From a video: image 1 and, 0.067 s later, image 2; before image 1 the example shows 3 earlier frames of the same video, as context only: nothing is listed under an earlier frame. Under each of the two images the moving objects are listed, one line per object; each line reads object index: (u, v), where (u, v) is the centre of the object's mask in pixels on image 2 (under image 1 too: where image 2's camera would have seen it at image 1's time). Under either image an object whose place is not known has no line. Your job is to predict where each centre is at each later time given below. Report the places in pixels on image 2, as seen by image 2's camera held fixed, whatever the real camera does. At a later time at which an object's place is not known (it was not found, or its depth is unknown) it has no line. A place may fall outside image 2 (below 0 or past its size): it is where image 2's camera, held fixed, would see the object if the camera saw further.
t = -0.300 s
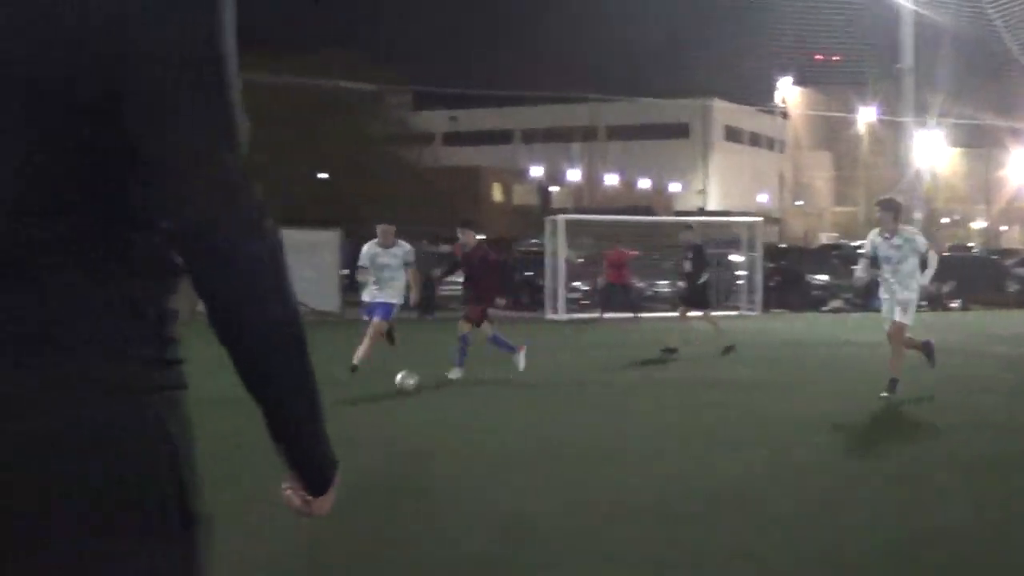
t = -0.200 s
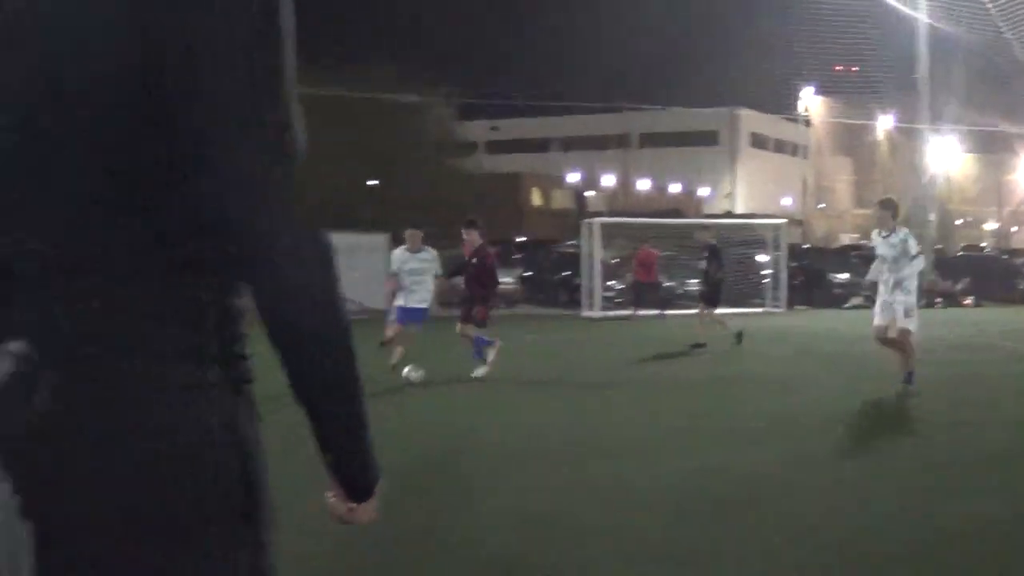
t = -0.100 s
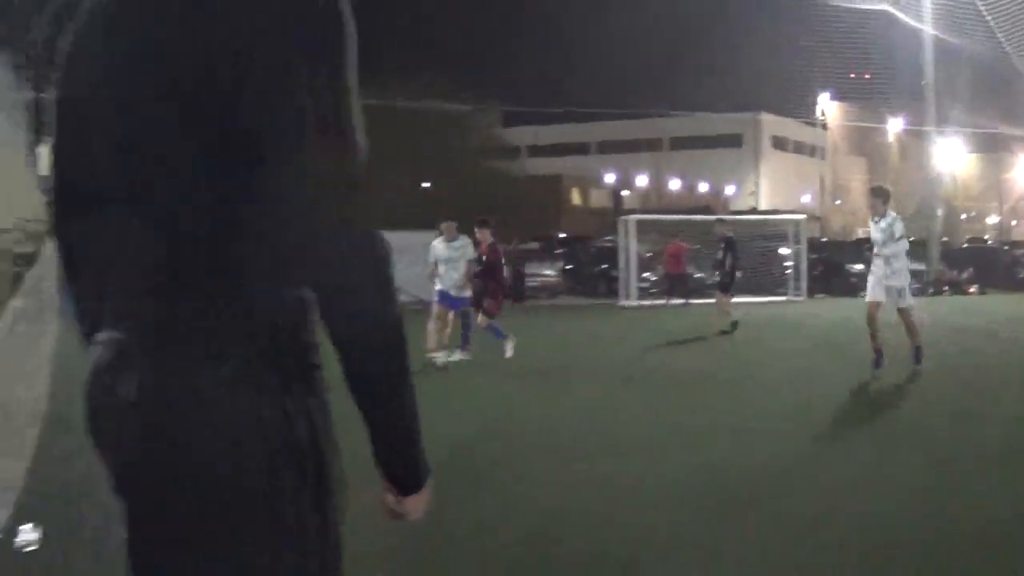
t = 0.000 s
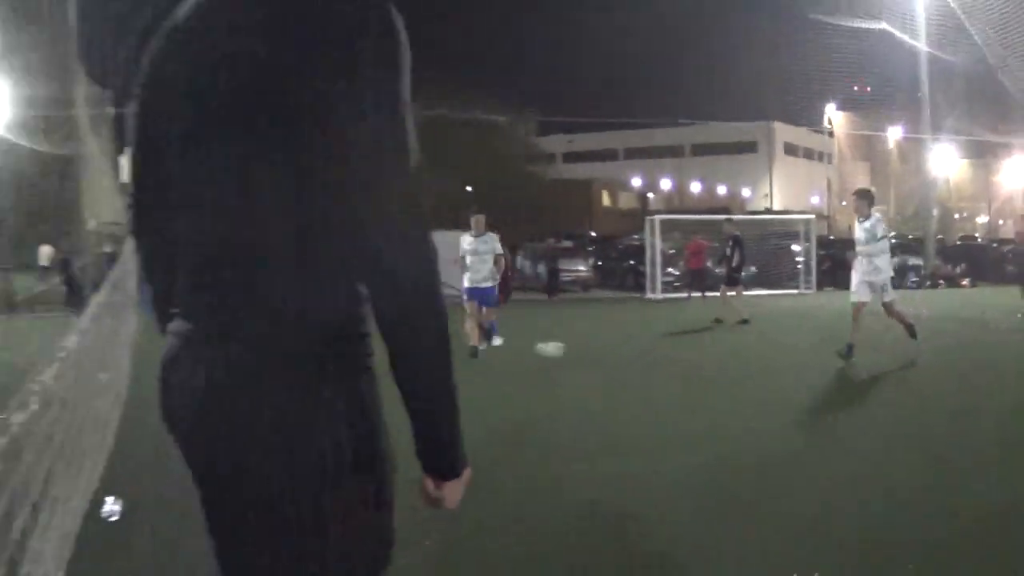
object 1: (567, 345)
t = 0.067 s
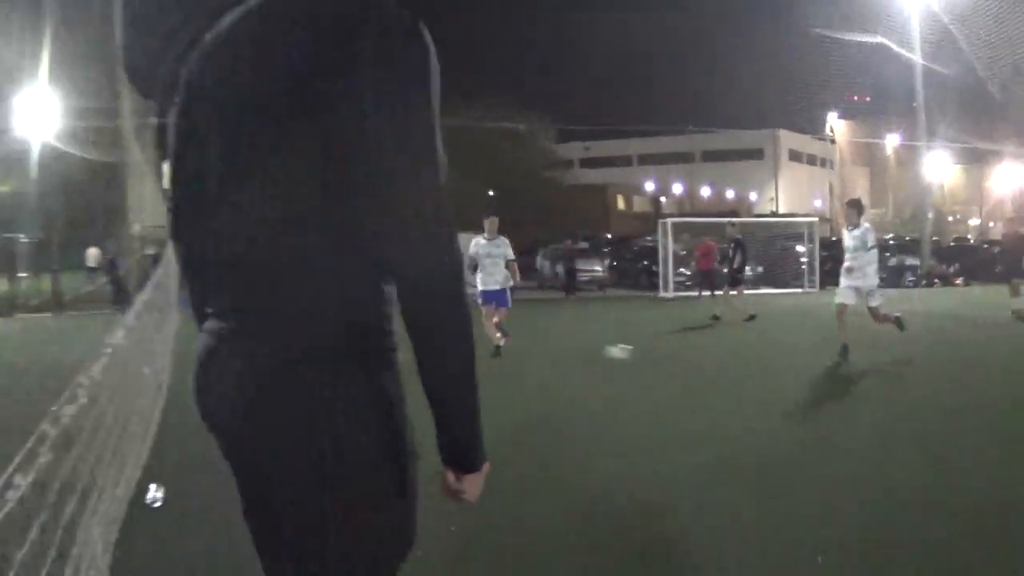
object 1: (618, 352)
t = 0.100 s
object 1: (648, 358)
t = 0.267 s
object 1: (817, 380)
